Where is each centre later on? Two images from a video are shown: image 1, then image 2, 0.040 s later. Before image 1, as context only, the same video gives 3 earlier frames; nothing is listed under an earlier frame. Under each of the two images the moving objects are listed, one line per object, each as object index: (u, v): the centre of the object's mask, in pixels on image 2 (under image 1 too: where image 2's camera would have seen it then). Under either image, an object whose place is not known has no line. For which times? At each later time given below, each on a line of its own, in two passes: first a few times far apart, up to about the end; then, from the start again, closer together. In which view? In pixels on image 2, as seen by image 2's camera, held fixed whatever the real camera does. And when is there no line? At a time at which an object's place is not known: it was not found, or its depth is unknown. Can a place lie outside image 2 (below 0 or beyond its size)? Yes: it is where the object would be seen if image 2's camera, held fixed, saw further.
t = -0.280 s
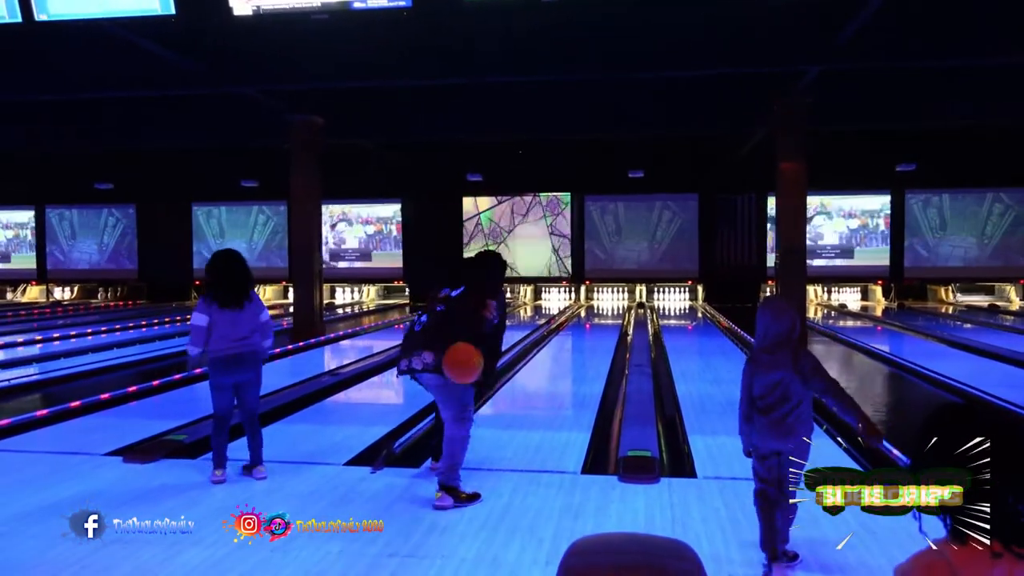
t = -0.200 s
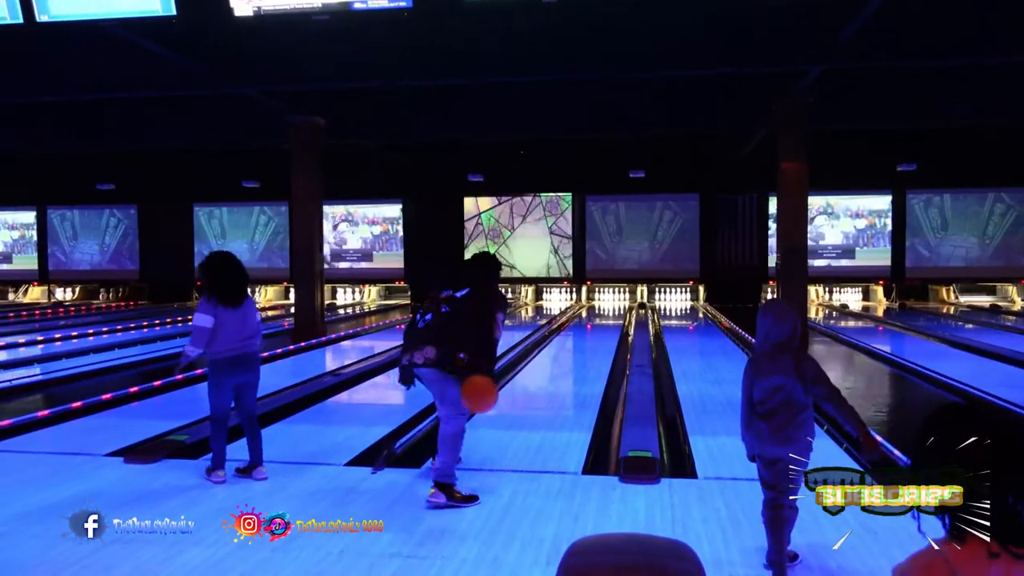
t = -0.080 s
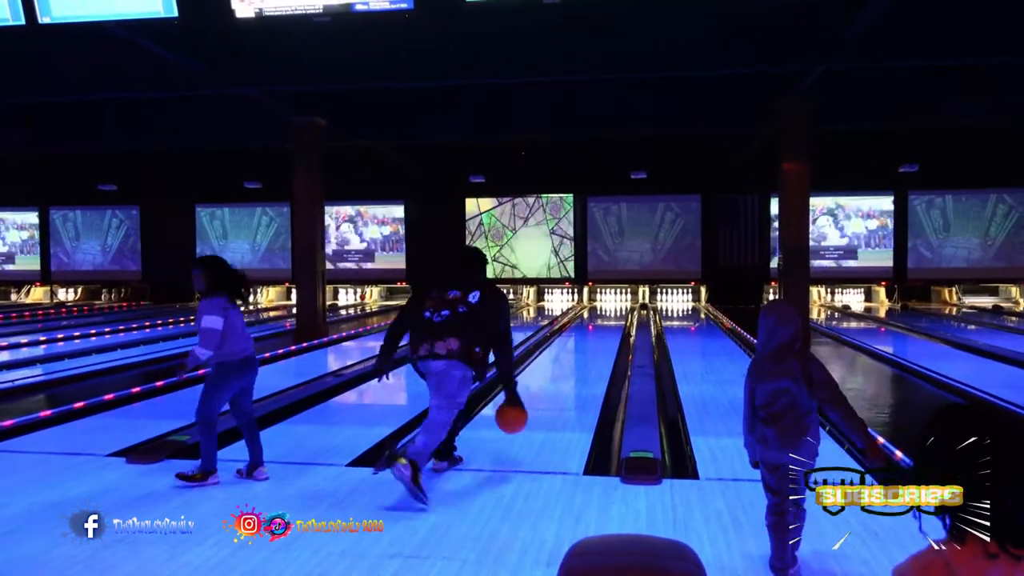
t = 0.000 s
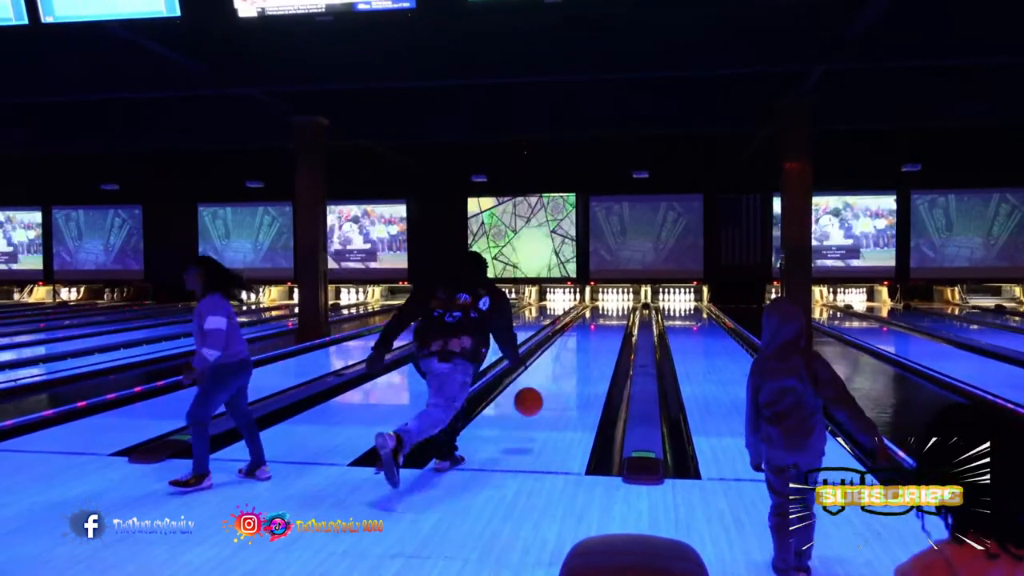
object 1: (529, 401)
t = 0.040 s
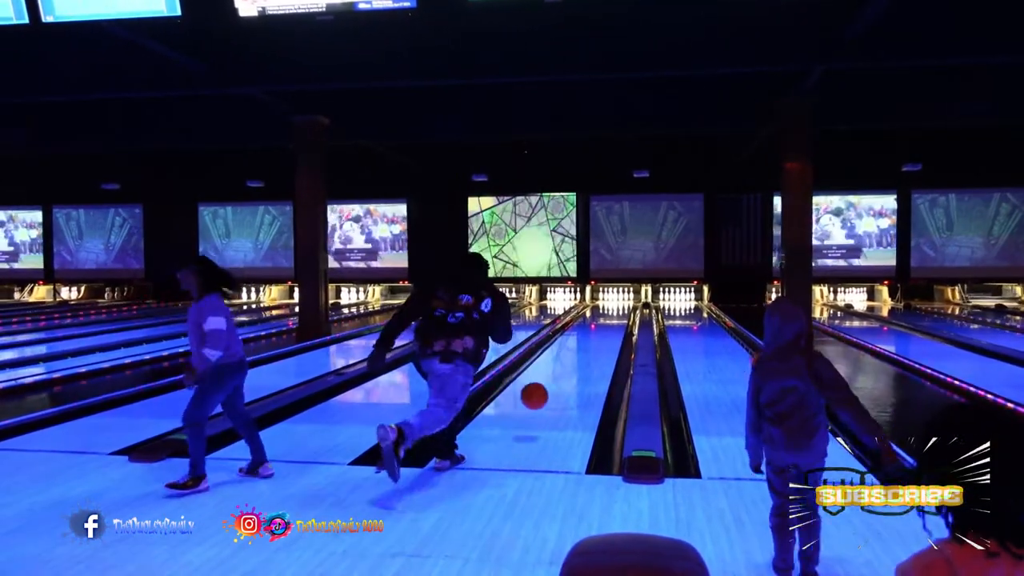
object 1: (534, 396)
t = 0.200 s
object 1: (548, 395)
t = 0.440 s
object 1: (565, 368)
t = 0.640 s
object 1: (574, 351)
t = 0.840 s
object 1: (580, 338)
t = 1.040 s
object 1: (585, 330)
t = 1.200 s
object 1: (589, 324)
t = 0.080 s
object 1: (539, 394)
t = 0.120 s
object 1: (539, 394)
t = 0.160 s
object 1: (544, 393)
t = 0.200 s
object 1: (548, 395)
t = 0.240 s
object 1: (552, 391)
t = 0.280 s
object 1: (555, 383)
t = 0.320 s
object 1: (558, 377)
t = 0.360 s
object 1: (560, 373)
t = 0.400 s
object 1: (563, 371)
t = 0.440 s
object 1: (565, 368)
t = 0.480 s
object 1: (567, 364)
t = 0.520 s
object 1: (569, 361)
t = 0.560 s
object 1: (571, 357)
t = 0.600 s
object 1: (573, 354)
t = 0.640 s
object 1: (574, 351)
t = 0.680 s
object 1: (576, 348)
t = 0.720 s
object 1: (577, 346)
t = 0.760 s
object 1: (579, 343)
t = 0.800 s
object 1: (580, 341)
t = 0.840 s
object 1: (580, 338)
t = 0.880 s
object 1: (582, 336)
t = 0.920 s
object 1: (583, 335)
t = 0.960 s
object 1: (584, 333)
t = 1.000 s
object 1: (585, 331)
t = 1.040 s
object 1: (585, 330)
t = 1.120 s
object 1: (587, 328)
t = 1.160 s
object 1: (588, 326)
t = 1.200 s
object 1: (589, 324)
